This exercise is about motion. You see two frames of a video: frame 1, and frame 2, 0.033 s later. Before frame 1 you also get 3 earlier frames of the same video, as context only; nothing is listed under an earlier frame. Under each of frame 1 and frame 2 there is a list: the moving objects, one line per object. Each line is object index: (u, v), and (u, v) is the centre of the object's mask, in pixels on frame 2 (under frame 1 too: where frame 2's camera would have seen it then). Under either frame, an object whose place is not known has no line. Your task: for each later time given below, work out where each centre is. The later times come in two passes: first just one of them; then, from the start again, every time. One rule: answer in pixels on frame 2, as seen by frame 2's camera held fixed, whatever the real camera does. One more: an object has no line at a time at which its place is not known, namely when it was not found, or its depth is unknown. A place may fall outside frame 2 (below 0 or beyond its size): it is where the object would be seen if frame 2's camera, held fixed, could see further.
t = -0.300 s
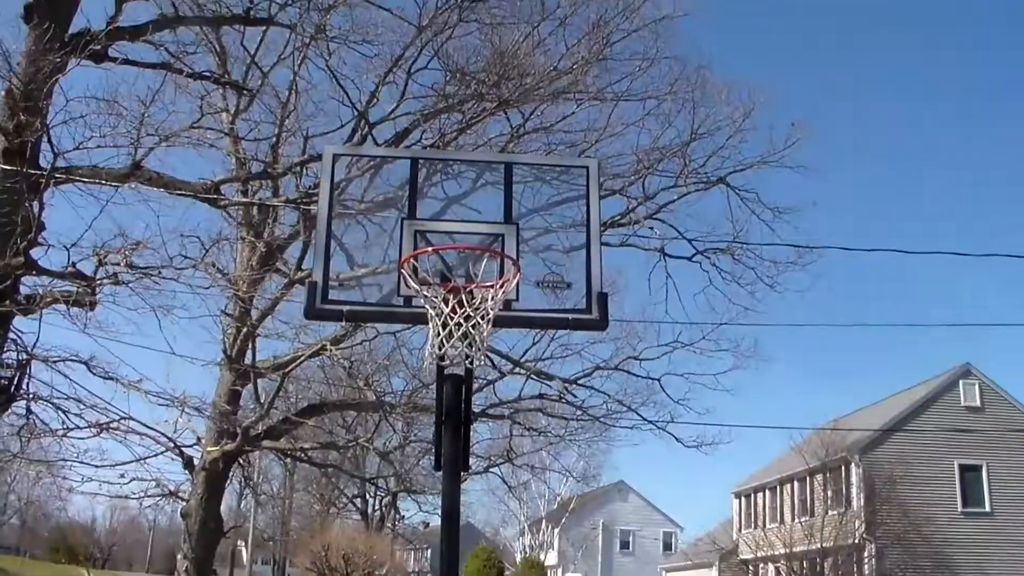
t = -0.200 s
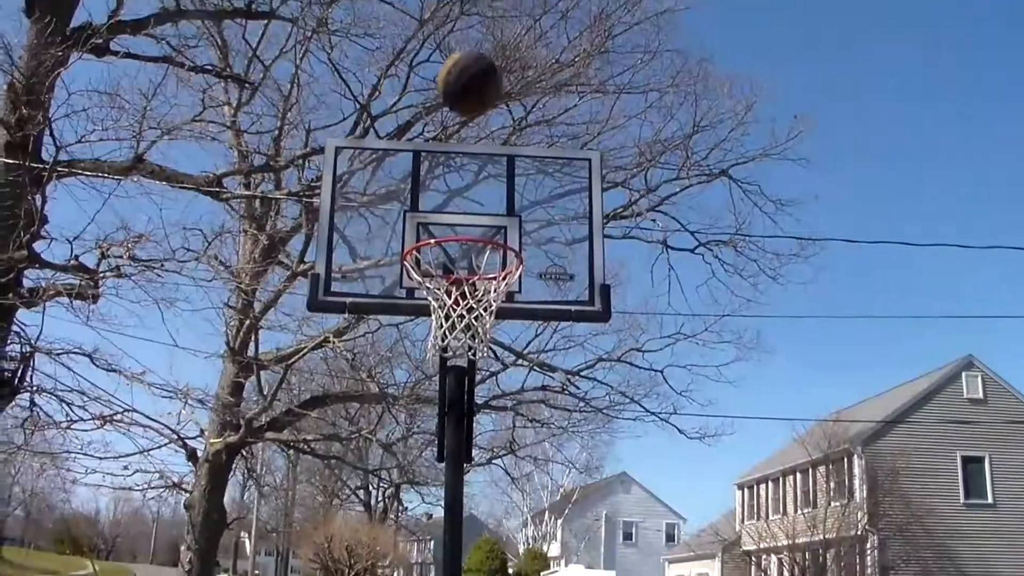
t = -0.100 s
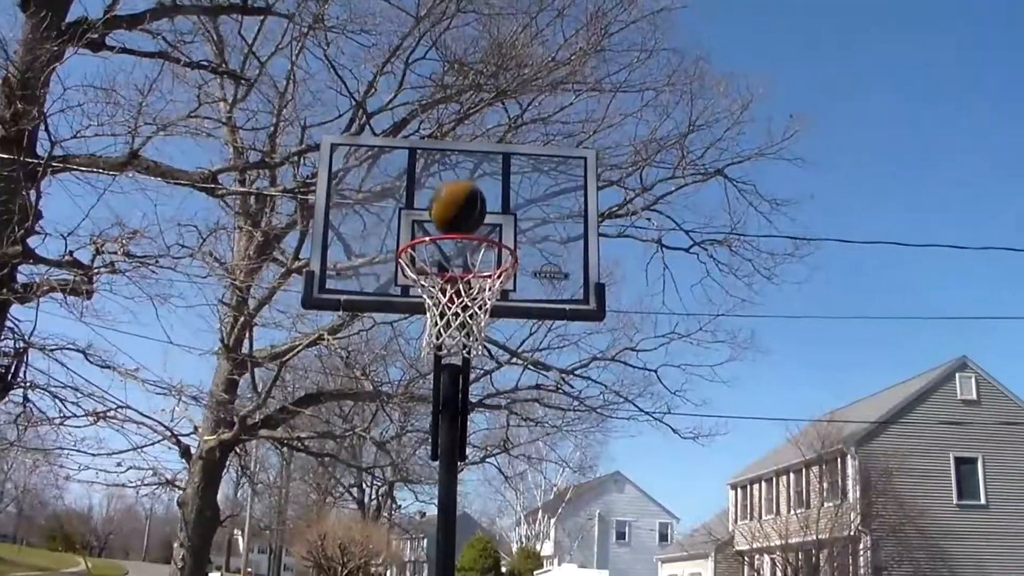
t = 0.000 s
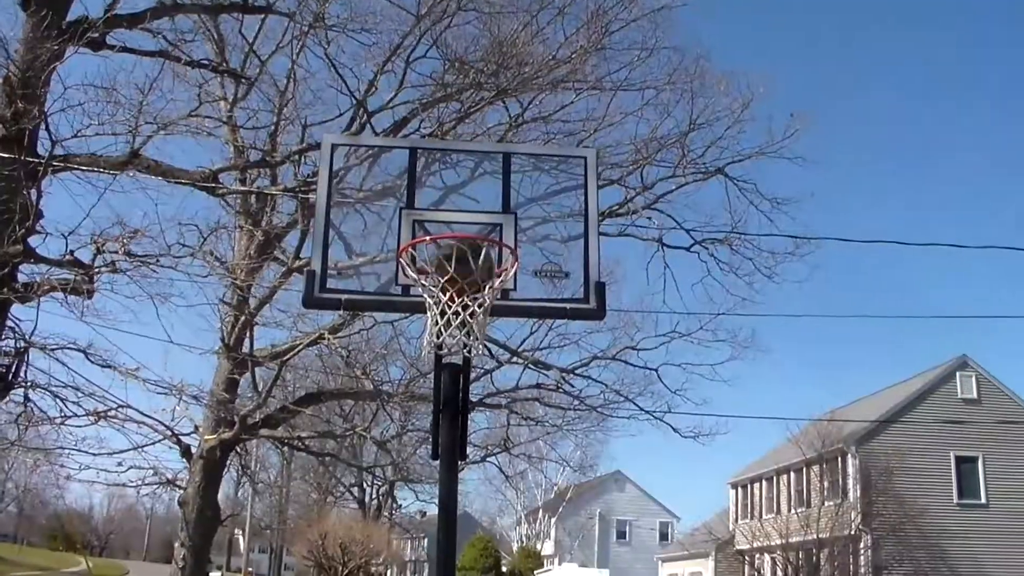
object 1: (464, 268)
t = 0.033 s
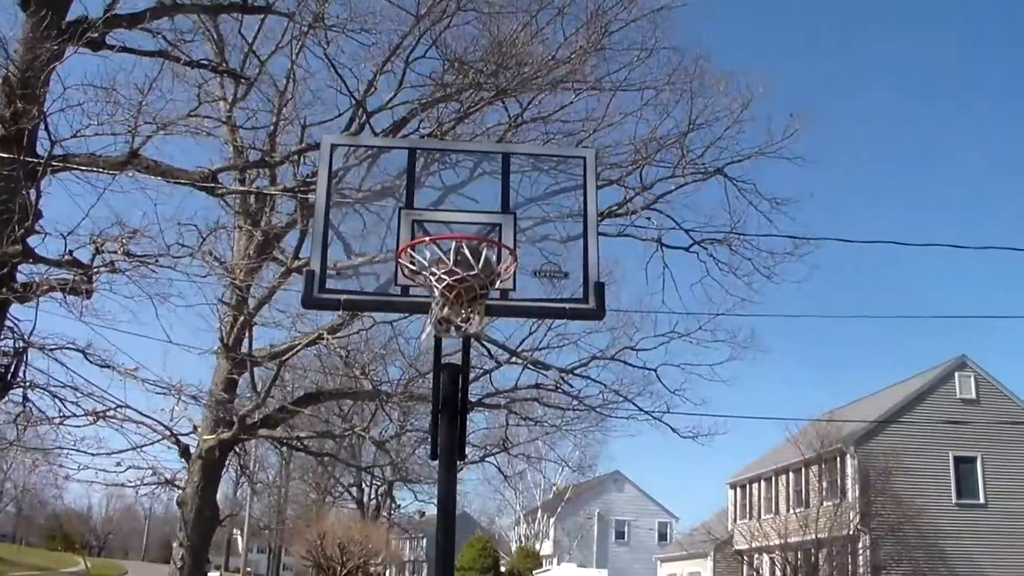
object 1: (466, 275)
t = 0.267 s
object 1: (452, 439)
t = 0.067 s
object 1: (460, 298)
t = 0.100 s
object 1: (462, 313)
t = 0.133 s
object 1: (459, 342)
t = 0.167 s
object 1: (459, 357)
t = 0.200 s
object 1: (456, 382)
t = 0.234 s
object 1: (454, 410)
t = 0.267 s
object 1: (452, 439)
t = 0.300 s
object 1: (450, 472)
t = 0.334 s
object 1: (447, 508)
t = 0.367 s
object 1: (444, 544)
